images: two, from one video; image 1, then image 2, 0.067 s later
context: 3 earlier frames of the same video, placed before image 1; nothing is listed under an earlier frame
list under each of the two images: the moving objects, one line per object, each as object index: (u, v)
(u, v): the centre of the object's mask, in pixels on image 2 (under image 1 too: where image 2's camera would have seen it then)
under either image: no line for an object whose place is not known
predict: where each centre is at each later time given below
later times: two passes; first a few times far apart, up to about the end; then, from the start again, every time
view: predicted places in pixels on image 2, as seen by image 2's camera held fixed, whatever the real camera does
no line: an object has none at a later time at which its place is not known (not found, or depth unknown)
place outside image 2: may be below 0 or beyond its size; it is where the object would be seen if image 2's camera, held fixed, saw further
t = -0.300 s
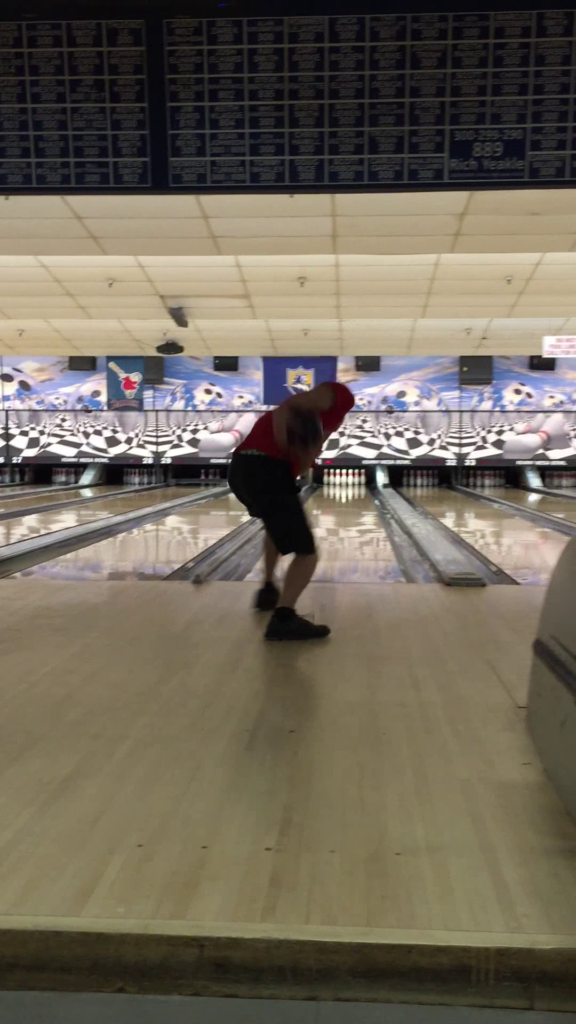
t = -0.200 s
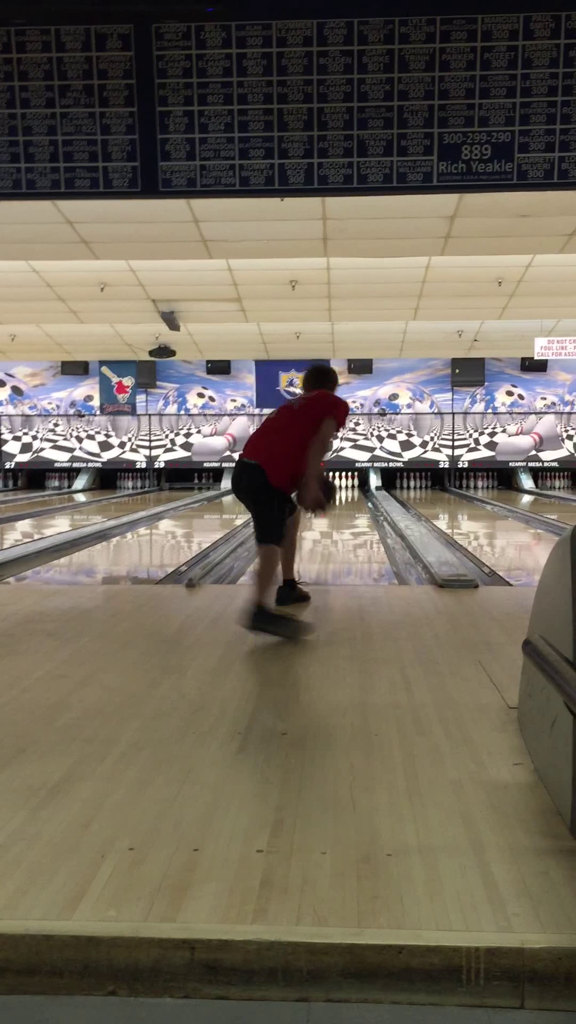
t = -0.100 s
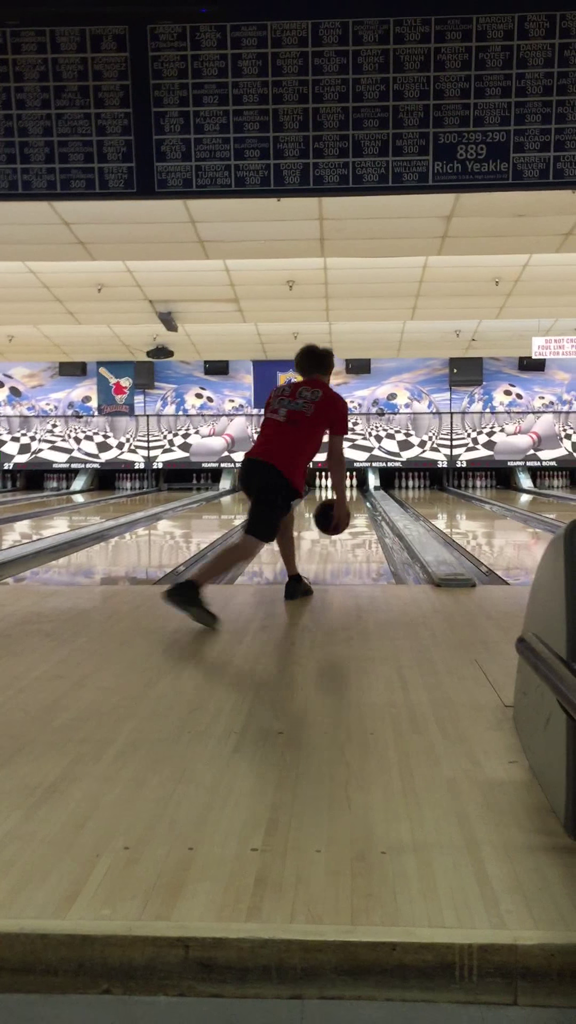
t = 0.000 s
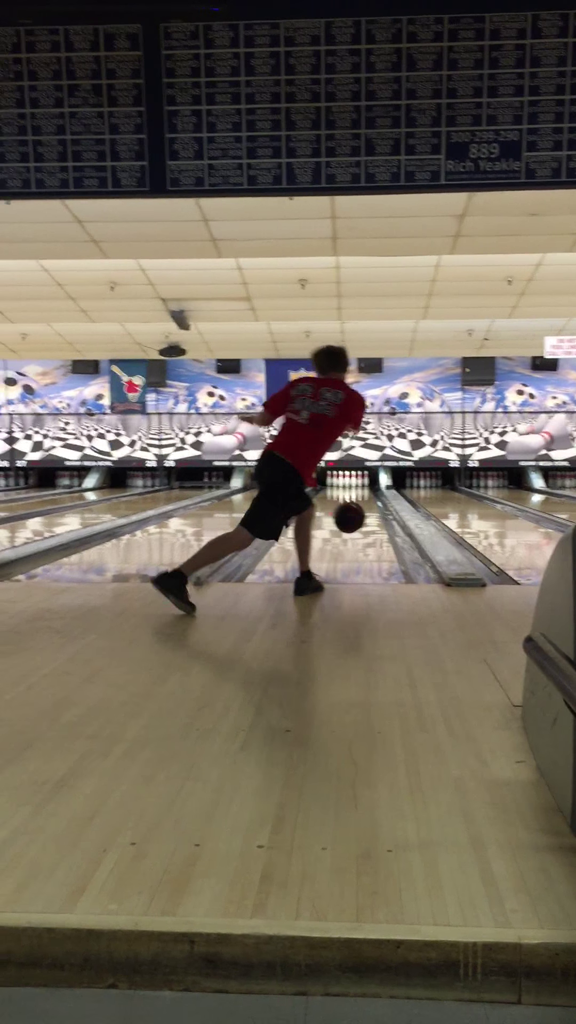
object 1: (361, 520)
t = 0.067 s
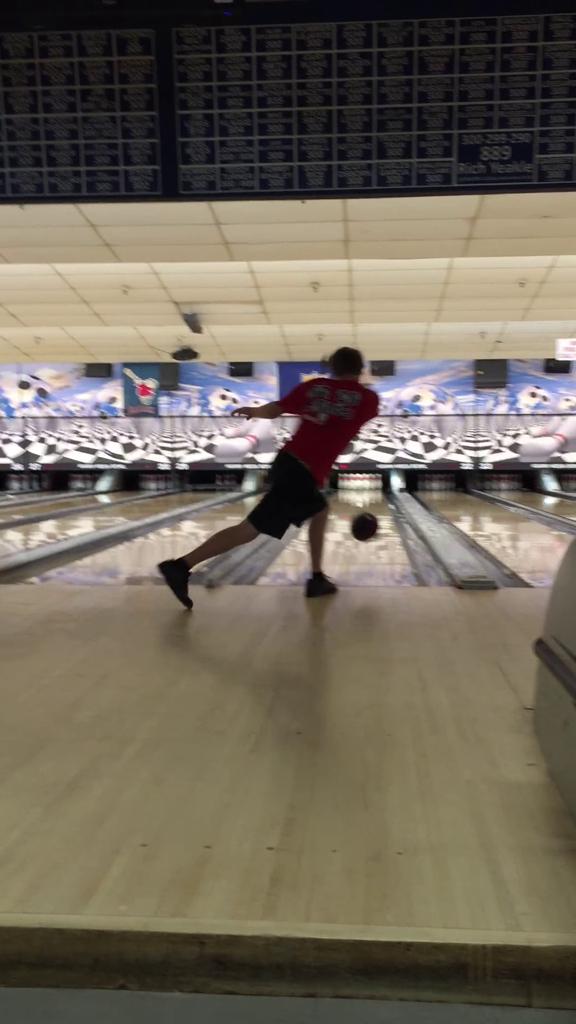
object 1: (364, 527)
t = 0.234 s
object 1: (371, 540)
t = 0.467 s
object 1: (377, 526)
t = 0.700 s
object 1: (380, 516)
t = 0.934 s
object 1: (380, 507)
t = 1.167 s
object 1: (379, 502)
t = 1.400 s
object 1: (377, 497)
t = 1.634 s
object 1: (374, 493)
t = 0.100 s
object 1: (366, 531)
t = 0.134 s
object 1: (367, 538)
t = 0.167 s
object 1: (369, 546)
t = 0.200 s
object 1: (370, 544)
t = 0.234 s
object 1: (371, 540)
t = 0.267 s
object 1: (372, 537)
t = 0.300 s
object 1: (373, 536)
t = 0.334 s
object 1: (374, 534)
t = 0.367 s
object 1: (375, 532)
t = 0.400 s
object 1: (376, 530)
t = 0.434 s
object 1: (376, 528)
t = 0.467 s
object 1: (377, 526)
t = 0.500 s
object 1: (377, 524)
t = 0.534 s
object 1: (378, 522)
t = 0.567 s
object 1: (379, 521)
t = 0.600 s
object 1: (379, 520)
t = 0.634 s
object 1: (380, 518)
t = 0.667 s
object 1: (380, 517)
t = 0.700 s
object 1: (380, 516)
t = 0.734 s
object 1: (380, 514)
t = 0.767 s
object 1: (381, 513)
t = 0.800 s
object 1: (381, 512)
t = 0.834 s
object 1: (381, 511)
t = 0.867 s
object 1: (381, 510)
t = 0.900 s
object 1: (381, 509)
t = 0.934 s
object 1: (380, 507)
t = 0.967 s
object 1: (380, 506)
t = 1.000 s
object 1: (380, 506)
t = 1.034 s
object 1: (380, 505)
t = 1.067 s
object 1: (380, 504)
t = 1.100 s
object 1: (379, 503)
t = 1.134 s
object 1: (380, 502)
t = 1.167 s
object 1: (379, 502)
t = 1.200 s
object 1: (379, 501)
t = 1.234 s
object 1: (378, 500)
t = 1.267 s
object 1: (378, 499)
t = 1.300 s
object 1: (378, 499)
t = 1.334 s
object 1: (377, 498)
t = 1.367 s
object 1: (377, 498)
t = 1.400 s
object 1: (377, 497)
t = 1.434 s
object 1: (376, 496)
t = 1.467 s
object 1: (376, 496)
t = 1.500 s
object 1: (376, 495)
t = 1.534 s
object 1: (376, 495)
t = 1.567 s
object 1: (375, 494)
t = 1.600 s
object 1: (374, 494)
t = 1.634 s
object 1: (374, 493)
